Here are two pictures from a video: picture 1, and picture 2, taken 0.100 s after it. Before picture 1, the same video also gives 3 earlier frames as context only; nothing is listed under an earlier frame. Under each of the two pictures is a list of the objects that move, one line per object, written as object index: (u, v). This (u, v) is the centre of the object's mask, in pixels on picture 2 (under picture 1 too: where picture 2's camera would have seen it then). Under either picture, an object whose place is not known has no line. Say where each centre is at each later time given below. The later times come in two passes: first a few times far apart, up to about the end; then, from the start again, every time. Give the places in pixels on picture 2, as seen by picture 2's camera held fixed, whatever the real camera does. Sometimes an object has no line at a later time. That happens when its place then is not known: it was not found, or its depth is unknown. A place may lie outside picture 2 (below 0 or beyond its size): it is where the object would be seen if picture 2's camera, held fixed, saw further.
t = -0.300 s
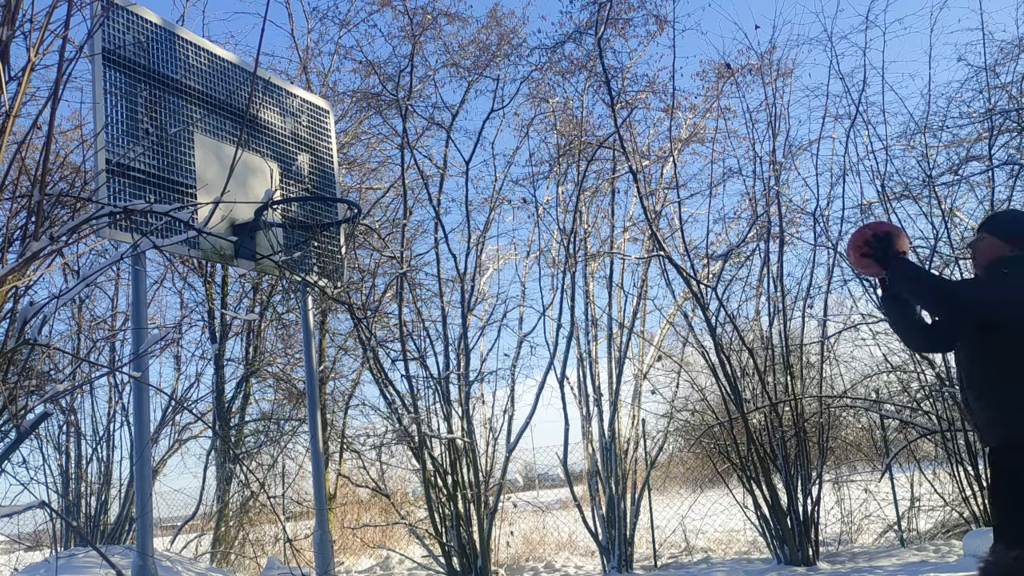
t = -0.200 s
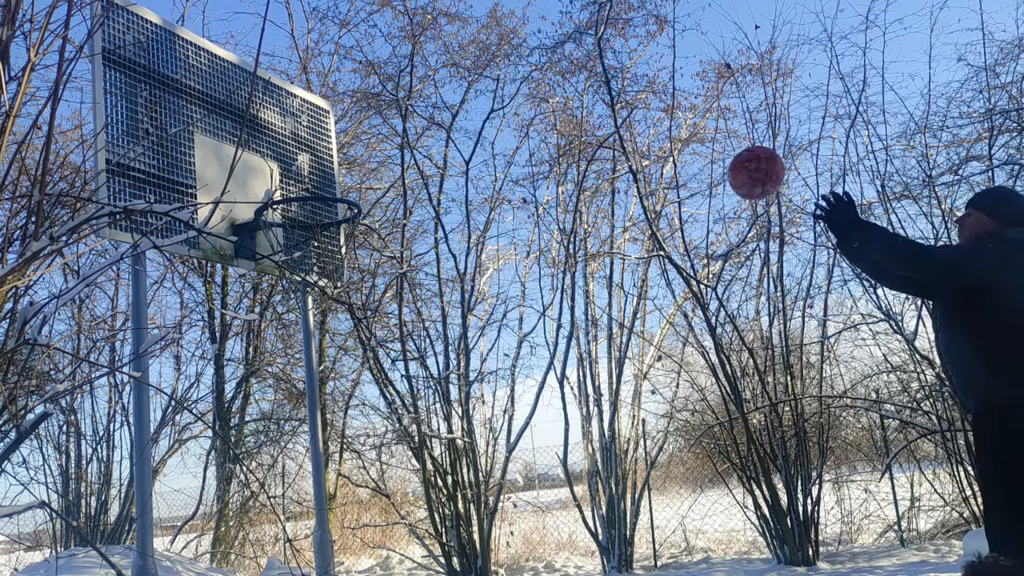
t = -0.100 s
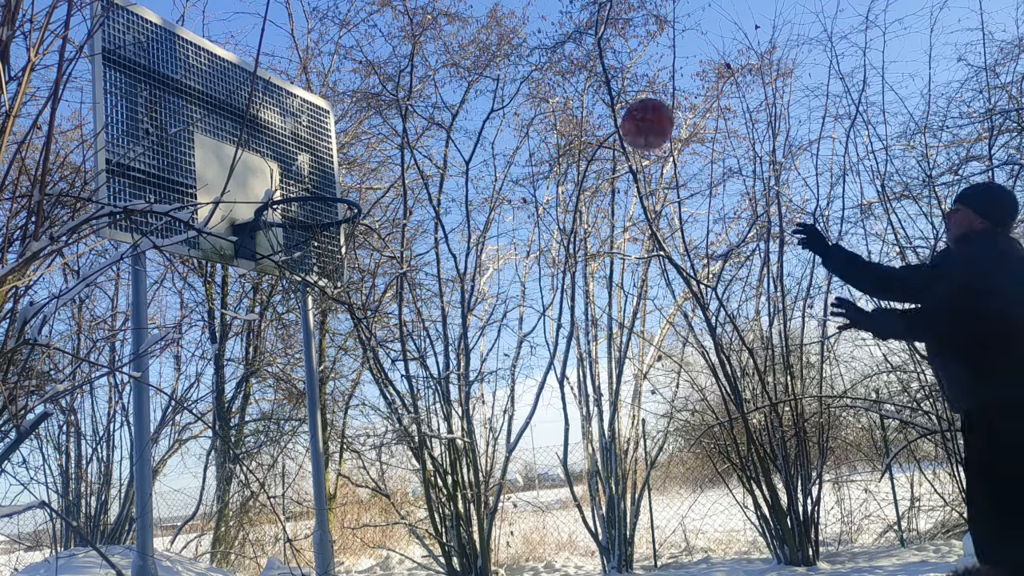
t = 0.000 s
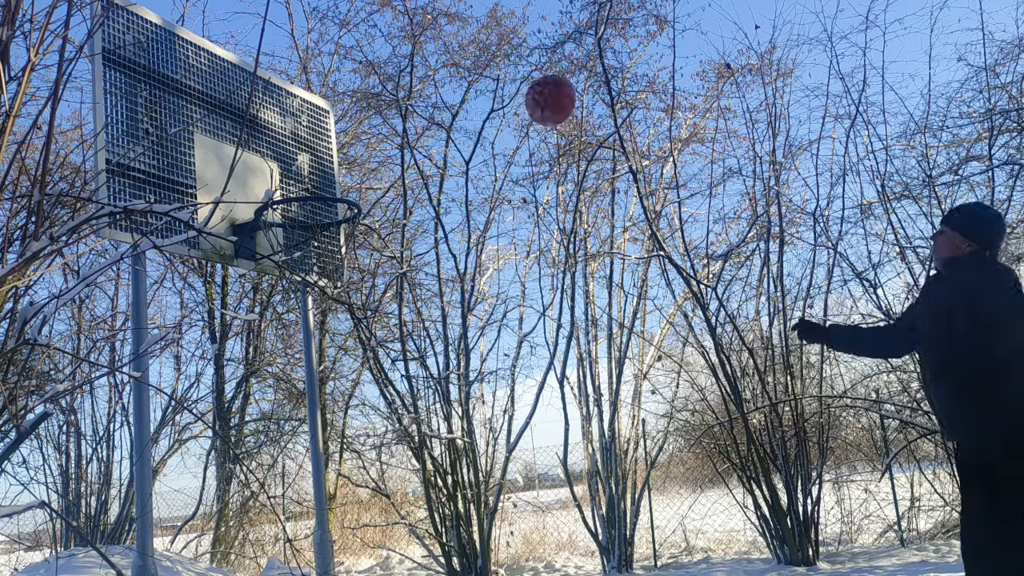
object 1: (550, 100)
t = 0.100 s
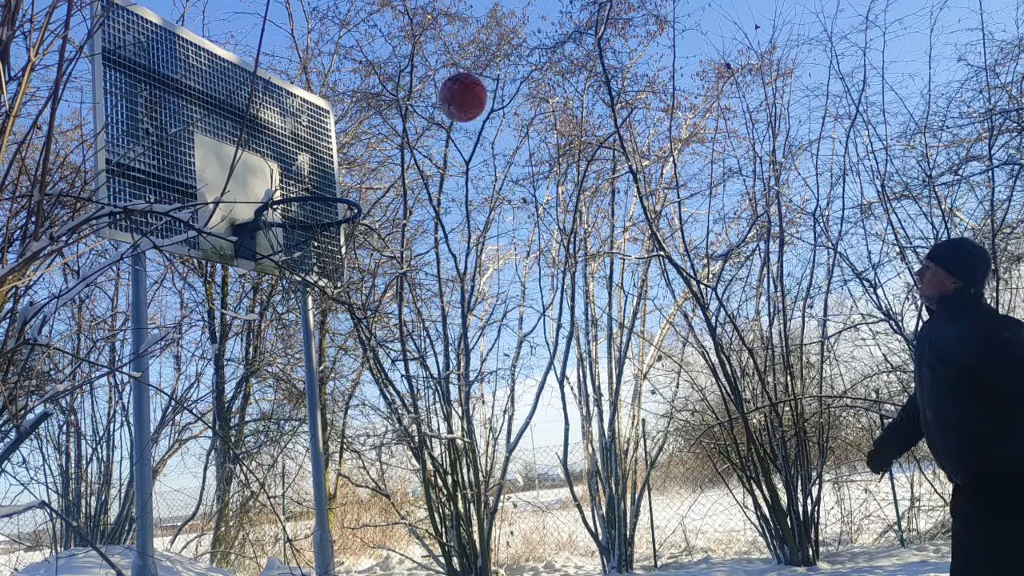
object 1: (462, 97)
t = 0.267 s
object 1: (333, 135)
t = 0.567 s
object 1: (343, 236)
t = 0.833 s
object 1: (342, 375)
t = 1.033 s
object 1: (345, 570)
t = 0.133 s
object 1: (435, 101)
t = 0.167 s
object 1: (408, 107)
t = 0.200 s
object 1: (383, 114)
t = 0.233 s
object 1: (358, 123)
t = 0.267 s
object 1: (333, 135)
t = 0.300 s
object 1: (309, 149)
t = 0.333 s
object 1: (285, 164)
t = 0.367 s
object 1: (270, 176)
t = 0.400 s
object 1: (283, 180)
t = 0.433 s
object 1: (294, 188)
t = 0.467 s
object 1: (305, 196)
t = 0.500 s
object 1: (318, 207)
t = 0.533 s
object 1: (331, 222)
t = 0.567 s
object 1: (343, 236)
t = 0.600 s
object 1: (347, 252)
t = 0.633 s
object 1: (348, 263)
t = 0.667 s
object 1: (347, 274)
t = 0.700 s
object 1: (346, 290)
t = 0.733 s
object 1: (343, 307)
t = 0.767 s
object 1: (342, 329)
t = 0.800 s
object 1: (342, 350)
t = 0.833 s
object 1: (342, 375)
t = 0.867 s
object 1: (341, 403)
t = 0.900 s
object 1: (341, 434)
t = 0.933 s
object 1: (341, 468)
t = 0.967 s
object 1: (342, 506)
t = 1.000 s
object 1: (341, 547)
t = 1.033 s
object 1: (345, 570)
